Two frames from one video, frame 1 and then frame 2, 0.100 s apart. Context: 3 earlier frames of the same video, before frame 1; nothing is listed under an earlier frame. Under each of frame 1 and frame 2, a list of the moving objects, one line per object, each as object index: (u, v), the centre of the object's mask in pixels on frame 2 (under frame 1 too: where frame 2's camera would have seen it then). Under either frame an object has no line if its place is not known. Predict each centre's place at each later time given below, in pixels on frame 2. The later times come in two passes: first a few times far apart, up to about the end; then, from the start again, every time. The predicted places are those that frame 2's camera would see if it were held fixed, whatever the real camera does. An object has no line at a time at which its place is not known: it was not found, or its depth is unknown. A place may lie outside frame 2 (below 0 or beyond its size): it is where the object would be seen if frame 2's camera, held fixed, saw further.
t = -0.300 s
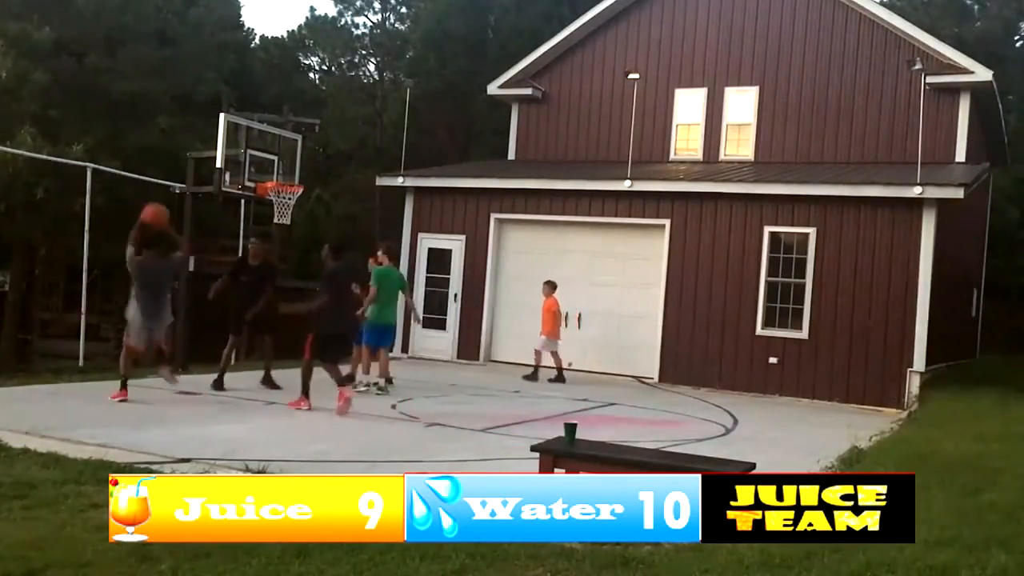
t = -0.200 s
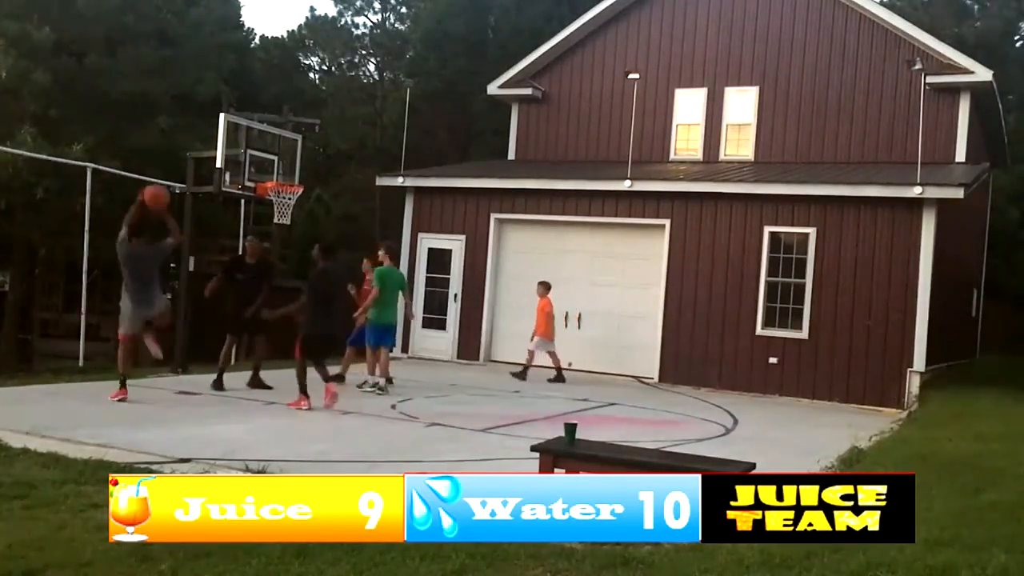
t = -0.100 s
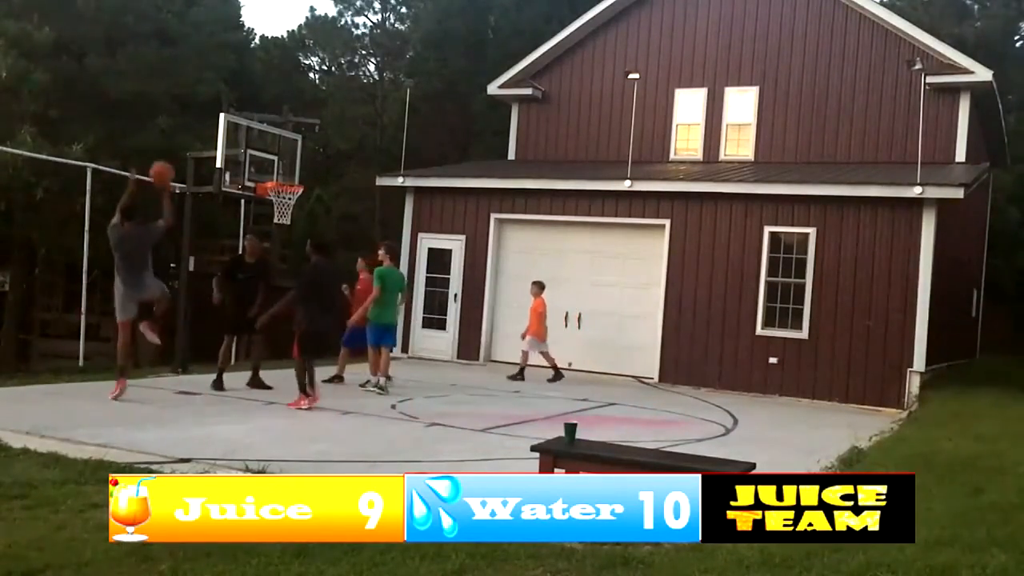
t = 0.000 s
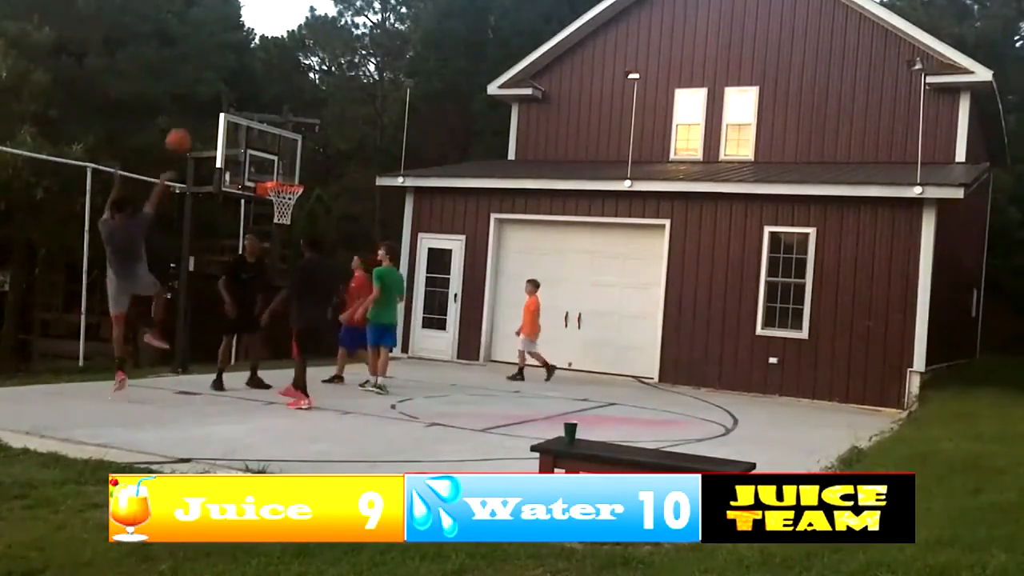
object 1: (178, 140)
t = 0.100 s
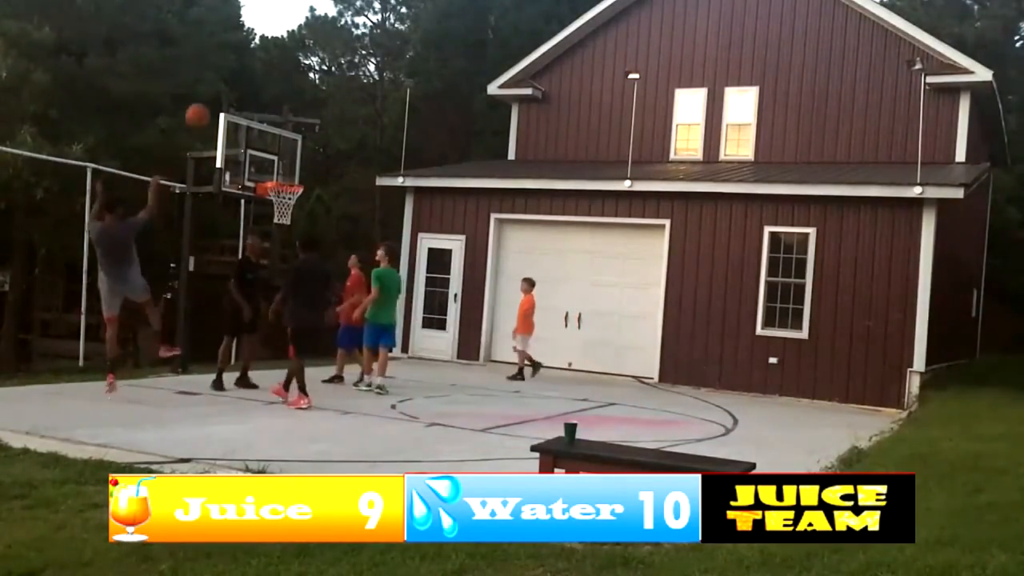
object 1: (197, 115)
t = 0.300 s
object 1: (229, 96)
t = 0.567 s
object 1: (266, 129)
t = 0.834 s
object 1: (287, 195)
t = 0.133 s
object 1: (203, 109)
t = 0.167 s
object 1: (209, 104)
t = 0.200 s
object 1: (215, 101)
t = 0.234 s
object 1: (219, 98)
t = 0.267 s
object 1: (225, 97)
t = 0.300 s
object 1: (229, 96)
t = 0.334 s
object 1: (234, 96)
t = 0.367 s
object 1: (239, 97)
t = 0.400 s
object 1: (243, 99)
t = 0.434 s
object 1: (252, 105)
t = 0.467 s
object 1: (256, 108)
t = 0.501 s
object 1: (259, 116)
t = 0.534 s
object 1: (263, 122)
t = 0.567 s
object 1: (266, 129)
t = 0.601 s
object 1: (270, 135)
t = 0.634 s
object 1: (273, 144)
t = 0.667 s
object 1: (277, 155)
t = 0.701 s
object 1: (280, 164)
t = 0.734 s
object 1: (284, 173)
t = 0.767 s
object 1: (286, 184)
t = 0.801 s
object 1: (287, 187)
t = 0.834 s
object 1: (287, 195)
